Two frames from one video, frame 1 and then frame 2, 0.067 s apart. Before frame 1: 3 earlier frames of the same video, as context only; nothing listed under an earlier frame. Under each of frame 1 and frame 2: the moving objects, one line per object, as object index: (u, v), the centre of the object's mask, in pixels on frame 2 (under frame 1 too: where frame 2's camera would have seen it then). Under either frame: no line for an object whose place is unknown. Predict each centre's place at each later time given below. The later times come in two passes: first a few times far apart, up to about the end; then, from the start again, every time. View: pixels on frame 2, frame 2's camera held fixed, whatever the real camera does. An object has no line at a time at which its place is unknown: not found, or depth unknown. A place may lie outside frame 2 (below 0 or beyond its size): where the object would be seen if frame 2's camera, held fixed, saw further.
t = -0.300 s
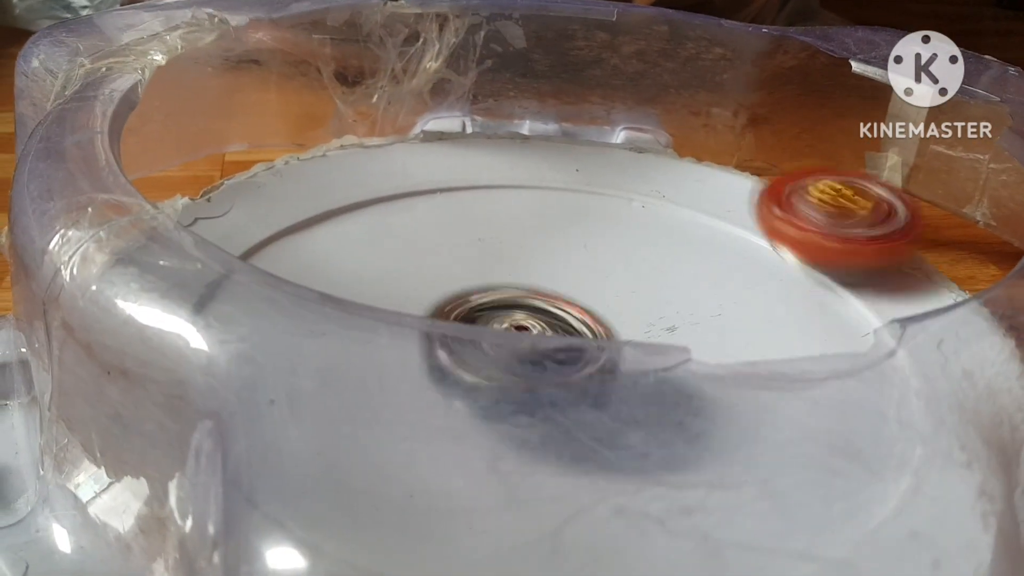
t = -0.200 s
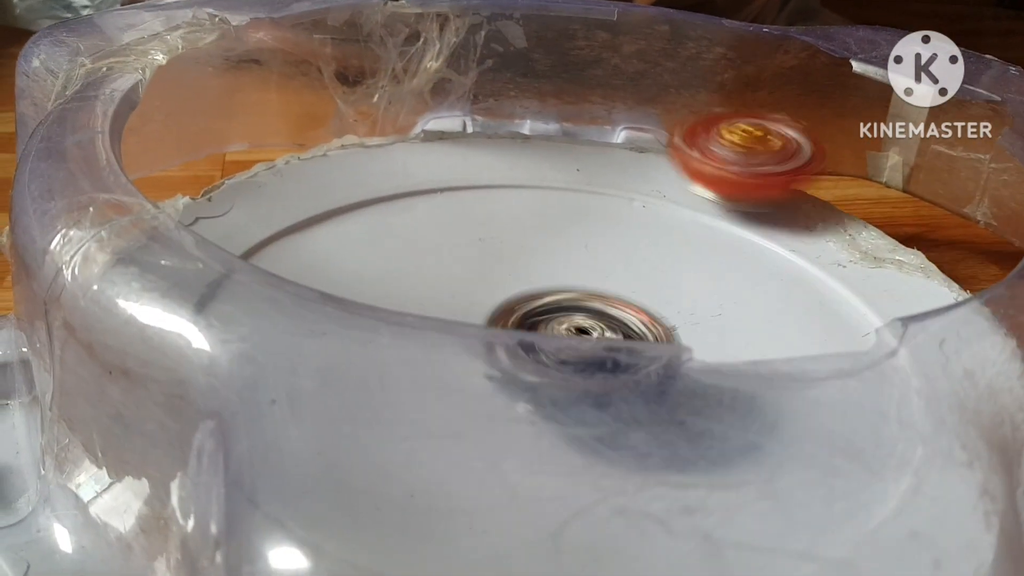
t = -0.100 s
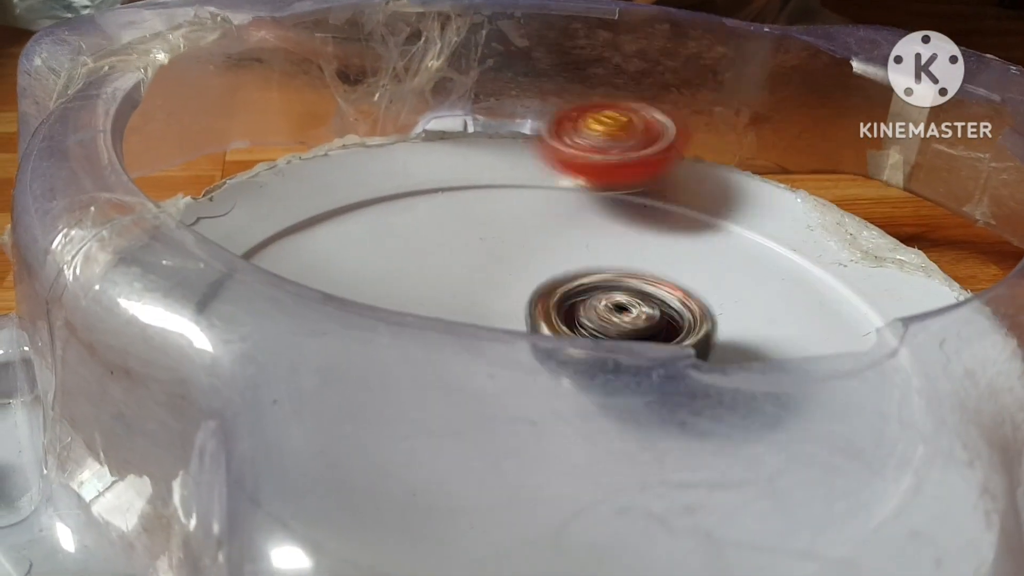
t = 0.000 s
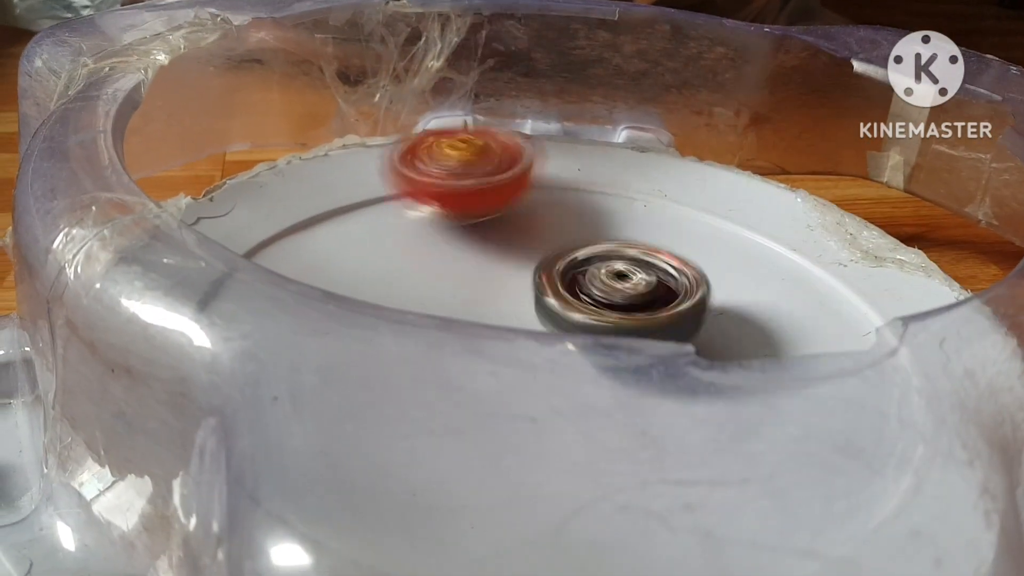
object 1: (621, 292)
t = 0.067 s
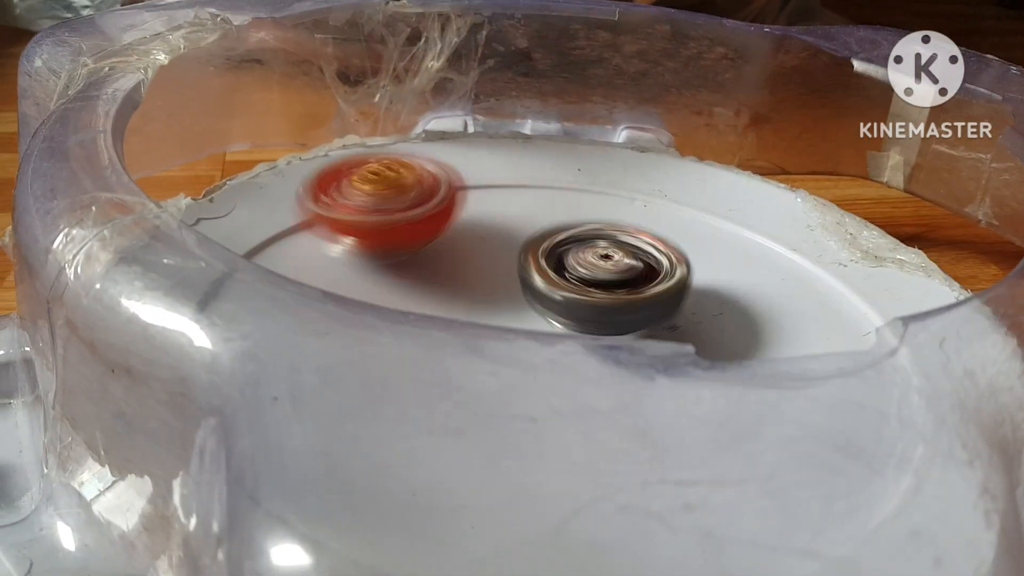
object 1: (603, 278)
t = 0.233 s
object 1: (536, 268)
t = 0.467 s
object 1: (504, 296)
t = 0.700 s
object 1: (568, 311)
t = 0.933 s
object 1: (553, 299)
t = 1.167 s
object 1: (510, 304)
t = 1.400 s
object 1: (537, 318)
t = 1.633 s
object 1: (514, 306)
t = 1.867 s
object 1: (549, 289)
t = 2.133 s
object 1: (497, 295)
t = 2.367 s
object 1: (486, 290)
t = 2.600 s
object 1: (594, 297)
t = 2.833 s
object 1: (573, 296)
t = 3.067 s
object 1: (528, 278)
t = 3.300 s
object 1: (549, 293)
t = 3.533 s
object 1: (545, 306)
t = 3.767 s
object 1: (528, 296)
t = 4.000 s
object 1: (560, 295)
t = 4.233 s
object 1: (565, 303)
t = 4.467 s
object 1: (530, 305)
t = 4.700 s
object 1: (518, 298)
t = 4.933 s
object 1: (544, 295)
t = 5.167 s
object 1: (547, 298)
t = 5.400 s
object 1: (532, 297)
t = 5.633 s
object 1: (535, 294)
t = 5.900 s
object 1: (546, 298)
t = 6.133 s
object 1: (541, 299)
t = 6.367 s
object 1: (537, 298)
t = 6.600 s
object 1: (538, 298)
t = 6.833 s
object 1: (537, 299)
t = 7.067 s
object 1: (544, 299)
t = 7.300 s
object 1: (545, 299)
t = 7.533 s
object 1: (540, 297)
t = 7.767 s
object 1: (520, 295)
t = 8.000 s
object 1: (527, 298)
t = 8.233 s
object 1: (566, 309)
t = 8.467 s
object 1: (642, 307)
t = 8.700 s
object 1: (674, 274)
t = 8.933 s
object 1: (639, 255)
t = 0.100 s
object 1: (593, 273)
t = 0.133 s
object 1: (580, 270)
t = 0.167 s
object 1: (564, 266)
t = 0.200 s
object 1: (551, 266)
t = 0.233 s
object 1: (536, 268)
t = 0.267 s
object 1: (523, 272)
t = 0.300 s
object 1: (513, 275)
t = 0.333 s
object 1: (505, 279)
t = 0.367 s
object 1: (499, 283)
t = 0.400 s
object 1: (498, 288)
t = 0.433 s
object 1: (500, 292)
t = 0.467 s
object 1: (504, 296)
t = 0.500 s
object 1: (510, 301)
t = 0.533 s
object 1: (521, 305)
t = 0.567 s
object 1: (530, 308)
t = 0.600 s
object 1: (540, 310)
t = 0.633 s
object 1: (551, 311)
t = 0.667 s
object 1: (560, 312)
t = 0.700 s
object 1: (568, 311)
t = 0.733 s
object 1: (574, 310)
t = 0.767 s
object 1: (580, 308)
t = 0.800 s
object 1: (582, 305)
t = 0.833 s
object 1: (583, 302)
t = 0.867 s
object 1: (581, 300)
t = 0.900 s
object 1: (569, 299)
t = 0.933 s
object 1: (553, 299)
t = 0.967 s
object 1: (538, 300)
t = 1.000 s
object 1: (525, 301)
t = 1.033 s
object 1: (517, 301)
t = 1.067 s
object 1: (511, 301)
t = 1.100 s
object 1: (509, 303)
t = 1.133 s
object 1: (508, 302)
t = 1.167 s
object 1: (510, 304)
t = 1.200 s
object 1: (516, 306)
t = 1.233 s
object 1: (519, 308)
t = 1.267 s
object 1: (525, 311)
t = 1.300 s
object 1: (528, 313)
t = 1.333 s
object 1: (533, 315)
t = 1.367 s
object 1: (537, 317)
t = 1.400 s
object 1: (537, 318)
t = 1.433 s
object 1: (538, 319)
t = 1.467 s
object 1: (536, 318)
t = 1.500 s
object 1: (533, 317)
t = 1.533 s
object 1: (529, 315)
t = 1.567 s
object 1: (522, 313)
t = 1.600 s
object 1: (518, 310)
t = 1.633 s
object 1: (514, 306)
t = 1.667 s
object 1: (512, 301)
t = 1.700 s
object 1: (514, 298)
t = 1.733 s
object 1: (519, 295)
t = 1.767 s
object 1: (525, 293)
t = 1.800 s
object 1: (533, 291)
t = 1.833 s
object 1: (541, 289)
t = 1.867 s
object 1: (549, 289)
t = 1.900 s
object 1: (553, 289)
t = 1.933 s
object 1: (555, 290)
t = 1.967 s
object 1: (551, 291)
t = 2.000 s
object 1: (543, 292)
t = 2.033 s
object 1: (531, 293)
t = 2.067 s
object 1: (519, 294)
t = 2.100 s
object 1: (507, 294)
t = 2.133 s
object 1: (497, 295)
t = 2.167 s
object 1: (488, 295)
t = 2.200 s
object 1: (481, 295)
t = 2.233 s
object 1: (475, 295)
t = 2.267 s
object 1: (471, 293)
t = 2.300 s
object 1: (472, 292)
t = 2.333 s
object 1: (476, 290)
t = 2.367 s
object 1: (486, 290)
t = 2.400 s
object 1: (500, 291)
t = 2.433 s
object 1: (516, 292)
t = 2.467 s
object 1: (534, 293)
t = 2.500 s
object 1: (550, 294)
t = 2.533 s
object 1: (567, 295)
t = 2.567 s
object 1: (581, 296)
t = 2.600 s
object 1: (594, 297)
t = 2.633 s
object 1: (604, 300)
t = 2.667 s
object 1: (607, 301)
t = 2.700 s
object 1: (605, 302)
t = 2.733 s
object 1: (598, 302)
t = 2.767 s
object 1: (589, 301)
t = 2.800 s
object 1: (581, 299)
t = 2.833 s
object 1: (573, 296)
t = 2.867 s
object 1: (565, 292)
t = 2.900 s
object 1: (556, 288)
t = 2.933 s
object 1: (547, 285)
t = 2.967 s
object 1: (540, 282)
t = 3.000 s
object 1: (535, 280)
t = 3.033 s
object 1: (530, 278)
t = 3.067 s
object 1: (528, 278)
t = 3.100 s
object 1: (527, 279)
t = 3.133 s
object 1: (529, 280)
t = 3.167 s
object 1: (531, 282)
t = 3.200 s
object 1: (535, 285)
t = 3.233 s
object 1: (540, 288)
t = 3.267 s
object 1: (545, 290)
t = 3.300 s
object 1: (549, 293)
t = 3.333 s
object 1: (552, 296)
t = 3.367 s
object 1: (553, 300)
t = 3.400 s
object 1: (554, 302)
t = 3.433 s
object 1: (552, 303)
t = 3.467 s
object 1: (551, 305)
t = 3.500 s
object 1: (549, 305)
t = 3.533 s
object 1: (545, 306)
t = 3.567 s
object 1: (542, 305)
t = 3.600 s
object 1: (538, 304)
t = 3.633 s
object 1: (534, 302)
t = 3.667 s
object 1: (530, 301)
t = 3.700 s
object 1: (528, 299)
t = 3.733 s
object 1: (527, 297)
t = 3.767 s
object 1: (528, 296)
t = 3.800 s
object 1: (530, 295)
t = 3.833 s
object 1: (534, 294)
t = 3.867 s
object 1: (539, 294)
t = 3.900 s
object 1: (544, 294)
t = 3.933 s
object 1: (550, 294)
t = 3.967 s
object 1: (555, 295)
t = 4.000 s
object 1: (560, 295)
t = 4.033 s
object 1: (564, 296)
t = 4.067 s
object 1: (567, 297)
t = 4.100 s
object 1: (569, 298)
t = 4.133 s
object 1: (570, 299)
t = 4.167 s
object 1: (569, 300)
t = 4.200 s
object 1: (568, 302)
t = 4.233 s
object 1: (565, 303)
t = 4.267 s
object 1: (561, 304)
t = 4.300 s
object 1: (557, 304)
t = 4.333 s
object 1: (552, 305)
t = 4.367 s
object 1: (546, 305)
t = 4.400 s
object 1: (540, 305)
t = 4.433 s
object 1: (534, 305)
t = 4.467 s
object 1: (530, 305)
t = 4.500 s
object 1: (526, 303)
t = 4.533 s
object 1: (524, 303)
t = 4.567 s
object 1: (521, 303)
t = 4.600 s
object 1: (519, 302)
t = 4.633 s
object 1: (518, 300)
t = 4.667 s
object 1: (517, 299)
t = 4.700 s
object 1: (518, 298)
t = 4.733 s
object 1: (520, 297)
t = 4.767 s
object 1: (523, 297)
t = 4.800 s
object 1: (527, 296)
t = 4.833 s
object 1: (532, 295)
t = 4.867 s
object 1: (536, 295)
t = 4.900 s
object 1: (541, 295)
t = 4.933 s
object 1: (544, 295)
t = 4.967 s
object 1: (547, 295)
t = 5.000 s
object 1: (549, 296)
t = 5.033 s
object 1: (550, 296)
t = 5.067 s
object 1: (550, 297)
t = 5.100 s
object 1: (549, 297)
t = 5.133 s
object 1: (548, 298)
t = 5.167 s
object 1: (547, 298)
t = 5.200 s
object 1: (545, 299)
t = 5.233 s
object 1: (543, 299)
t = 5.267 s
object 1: (541, 299)
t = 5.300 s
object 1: (539, 299)
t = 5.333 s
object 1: (536, 298)
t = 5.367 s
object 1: (534, 298)
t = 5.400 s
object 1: (532, 297)
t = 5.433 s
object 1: (531, 297)
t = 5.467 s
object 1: (530, 297)
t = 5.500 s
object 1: (530, 296)
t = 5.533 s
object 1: (531, 296)
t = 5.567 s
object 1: (533, 295)
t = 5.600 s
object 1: (534, 294)
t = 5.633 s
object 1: (535, 294)
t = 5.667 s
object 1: (535, 296)
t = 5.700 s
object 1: (537, 296)
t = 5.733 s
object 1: (538, 296)
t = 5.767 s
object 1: (541, 297)
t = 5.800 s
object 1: (543, 297)
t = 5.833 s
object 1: (543, 297)
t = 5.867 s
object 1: (545, 298)
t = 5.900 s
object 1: (546, 298)
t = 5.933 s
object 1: (545, 297)
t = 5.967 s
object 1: (545, 298)
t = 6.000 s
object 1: (544, 298)
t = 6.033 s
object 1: (543, 299)
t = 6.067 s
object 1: (542, 299)
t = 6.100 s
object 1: (542, 299)
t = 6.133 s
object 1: (541, 299)
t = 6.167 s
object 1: (541, 299)
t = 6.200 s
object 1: (540, 299)
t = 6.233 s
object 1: (539, 299)
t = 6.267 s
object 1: (539, 298)
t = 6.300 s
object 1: (537, 298)
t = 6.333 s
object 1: (537, 298)
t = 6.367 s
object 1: (537, 298)
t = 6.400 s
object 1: (537, 298)
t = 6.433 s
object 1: (537, 298)
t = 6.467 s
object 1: (539, 299)
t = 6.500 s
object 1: (539, 299)
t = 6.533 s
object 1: (539, 298)
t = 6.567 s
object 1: (538, 298)
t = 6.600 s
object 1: (538, 298)
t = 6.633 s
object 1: (537, 299)
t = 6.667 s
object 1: (538, 299)
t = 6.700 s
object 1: (538, 298)
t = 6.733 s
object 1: (539, 299)
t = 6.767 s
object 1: (539, 299)
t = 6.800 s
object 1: (537, 299)
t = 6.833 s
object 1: (537, 299)
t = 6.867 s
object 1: (537, 299)
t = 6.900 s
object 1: (537, 298)
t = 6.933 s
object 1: (536, 299)
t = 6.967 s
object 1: (538, 298)
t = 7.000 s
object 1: (539, 298)
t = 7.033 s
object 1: (541, 299)
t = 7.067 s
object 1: (544, 299)
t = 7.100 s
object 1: (546, 299)
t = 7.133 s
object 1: (547, 299)
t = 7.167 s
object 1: (548, 300)
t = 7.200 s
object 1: (547, 299)
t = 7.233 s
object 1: (546, 299)
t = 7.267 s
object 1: (546, 299)
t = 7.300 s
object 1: (545, 299)
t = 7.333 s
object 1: (544, 299)
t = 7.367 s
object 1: (544, 298)
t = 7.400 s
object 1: (543, 298)
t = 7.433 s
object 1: (541, 298)
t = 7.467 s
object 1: (541, 298)
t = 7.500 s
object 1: (541, 298)
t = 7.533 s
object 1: (540, 297)
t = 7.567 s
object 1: (539, 297)
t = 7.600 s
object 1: (536, 296)
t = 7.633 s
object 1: (533, 295)
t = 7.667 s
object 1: (532, 295)
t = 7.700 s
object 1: (528, 296)
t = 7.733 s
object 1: (524, 295)
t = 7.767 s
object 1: (520, 295)
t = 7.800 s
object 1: (518, 295)
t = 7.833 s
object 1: (518, 295)
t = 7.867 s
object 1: (518, 296)
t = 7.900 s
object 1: (520, 296)
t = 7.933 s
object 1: (521, 297)
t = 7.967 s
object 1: (523, 298)
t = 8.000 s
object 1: (527, 298)
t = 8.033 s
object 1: (529, 299)
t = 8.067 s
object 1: (534, 299)
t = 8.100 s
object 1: (542, 302)
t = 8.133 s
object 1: (551, 306)
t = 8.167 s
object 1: (558, 308)
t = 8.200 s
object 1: (564, 309)
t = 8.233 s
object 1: (566, 309)
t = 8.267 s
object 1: (570, 310)
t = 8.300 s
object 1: (571, 310)
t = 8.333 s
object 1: (584, 308)
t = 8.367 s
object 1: (604, 309)
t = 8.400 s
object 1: (623, 309)
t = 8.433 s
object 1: (635, 309)
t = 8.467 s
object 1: (642, 307)
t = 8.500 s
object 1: (646, 306)
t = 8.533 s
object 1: (649, 305)
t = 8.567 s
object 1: (648, 304)
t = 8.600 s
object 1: (660, 296)
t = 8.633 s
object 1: (668, 287)
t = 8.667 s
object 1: (673, 282)
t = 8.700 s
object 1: (674, 274)
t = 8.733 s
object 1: (670, 269)
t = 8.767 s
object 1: (664, 268)
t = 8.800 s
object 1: (660, 265)
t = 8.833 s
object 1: (650, 264)
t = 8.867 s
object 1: (643, 262)
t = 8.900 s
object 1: (640, 261)
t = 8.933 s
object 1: (639, 255)
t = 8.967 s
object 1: (637, 251)
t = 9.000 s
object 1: (634, 247)
